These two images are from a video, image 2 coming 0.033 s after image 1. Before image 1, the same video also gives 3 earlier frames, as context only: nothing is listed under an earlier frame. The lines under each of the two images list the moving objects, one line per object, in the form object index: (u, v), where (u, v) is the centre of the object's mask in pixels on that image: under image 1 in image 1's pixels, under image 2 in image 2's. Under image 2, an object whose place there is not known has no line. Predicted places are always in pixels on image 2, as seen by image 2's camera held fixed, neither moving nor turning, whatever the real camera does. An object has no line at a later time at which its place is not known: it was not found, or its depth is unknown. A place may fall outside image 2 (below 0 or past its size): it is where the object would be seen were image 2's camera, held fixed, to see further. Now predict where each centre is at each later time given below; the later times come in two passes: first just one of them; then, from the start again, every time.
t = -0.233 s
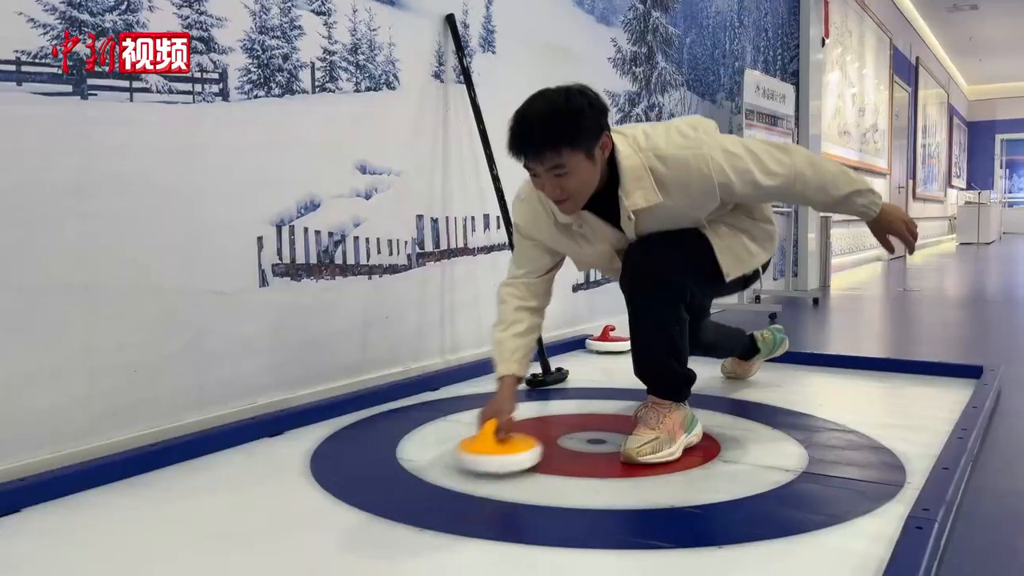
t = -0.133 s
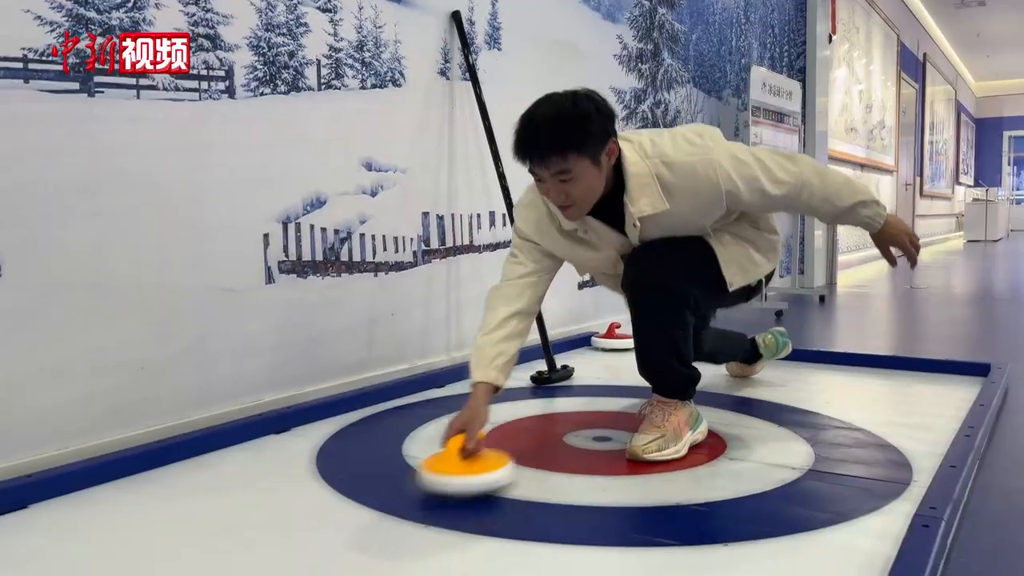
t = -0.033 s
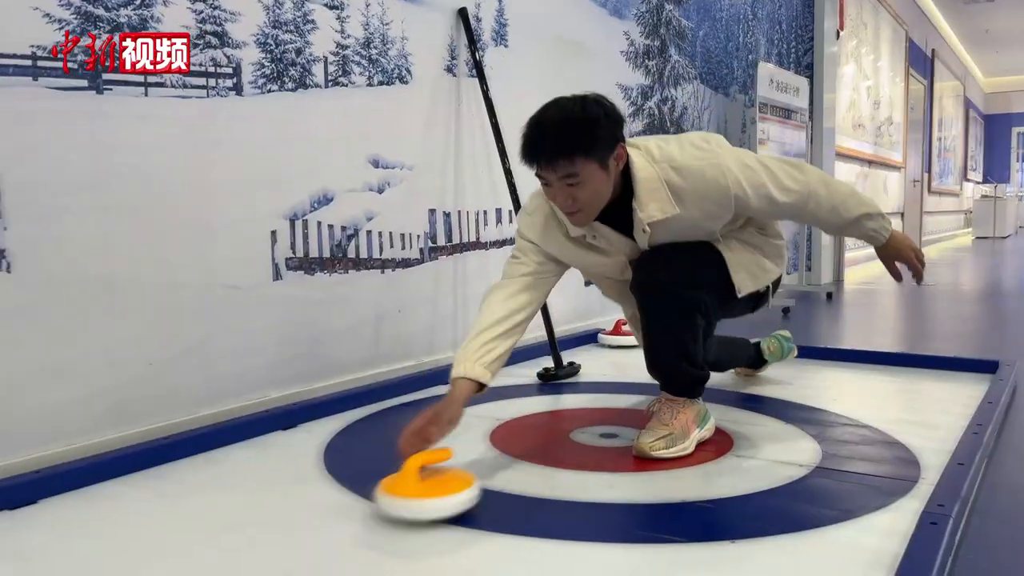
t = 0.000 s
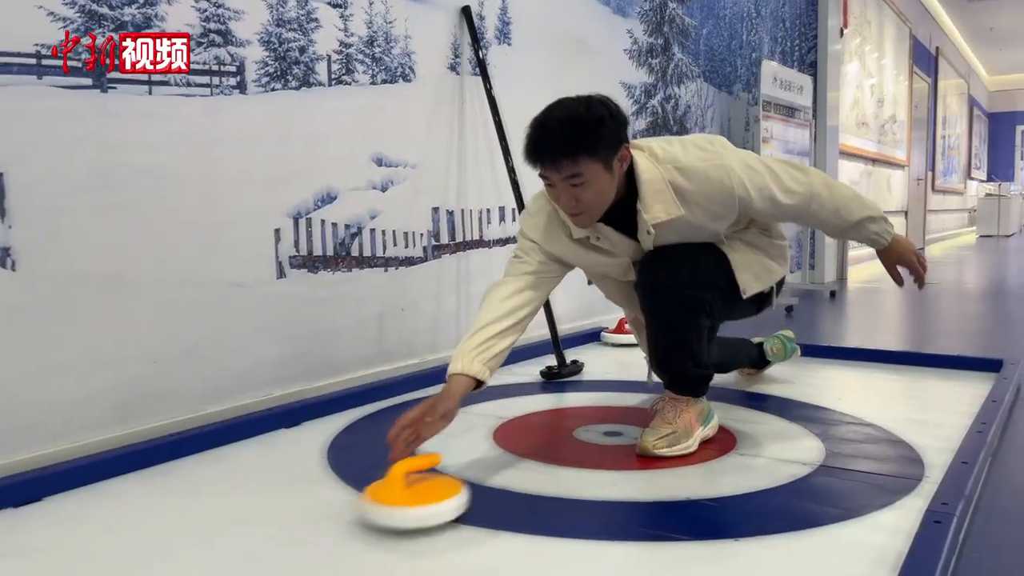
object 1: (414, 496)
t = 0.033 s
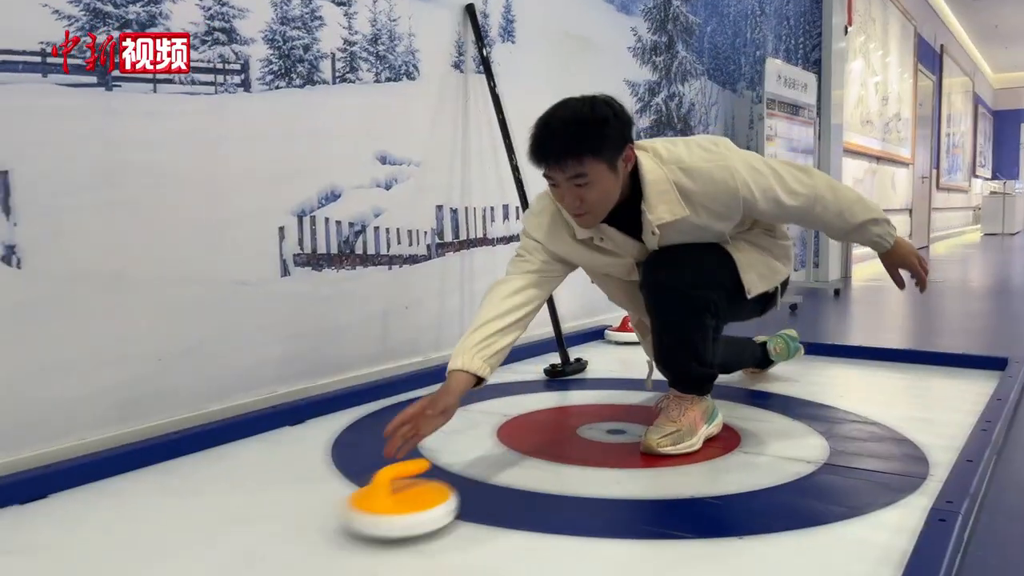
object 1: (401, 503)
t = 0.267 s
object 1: (248, 577)
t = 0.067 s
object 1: (382, 514)
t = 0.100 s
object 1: (362, 525)
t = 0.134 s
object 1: (340, 537)
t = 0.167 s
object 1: (317, 549)
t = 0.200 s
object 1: (295, 559)
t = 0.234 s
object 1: (273, 568)
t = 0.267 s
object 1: (248, 577)
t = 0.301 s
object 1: (221, 587)
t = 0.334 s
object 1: (193, 598)
